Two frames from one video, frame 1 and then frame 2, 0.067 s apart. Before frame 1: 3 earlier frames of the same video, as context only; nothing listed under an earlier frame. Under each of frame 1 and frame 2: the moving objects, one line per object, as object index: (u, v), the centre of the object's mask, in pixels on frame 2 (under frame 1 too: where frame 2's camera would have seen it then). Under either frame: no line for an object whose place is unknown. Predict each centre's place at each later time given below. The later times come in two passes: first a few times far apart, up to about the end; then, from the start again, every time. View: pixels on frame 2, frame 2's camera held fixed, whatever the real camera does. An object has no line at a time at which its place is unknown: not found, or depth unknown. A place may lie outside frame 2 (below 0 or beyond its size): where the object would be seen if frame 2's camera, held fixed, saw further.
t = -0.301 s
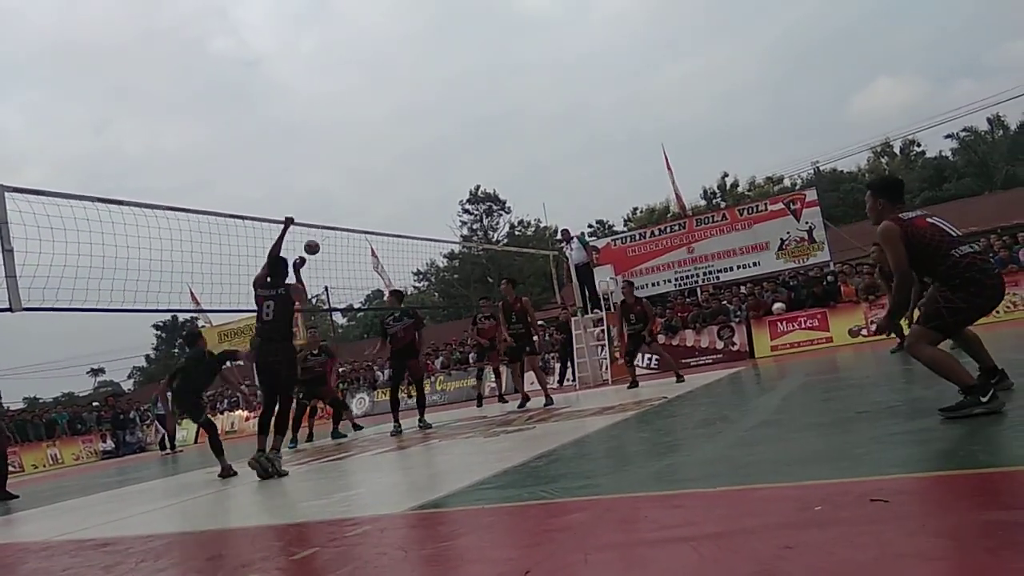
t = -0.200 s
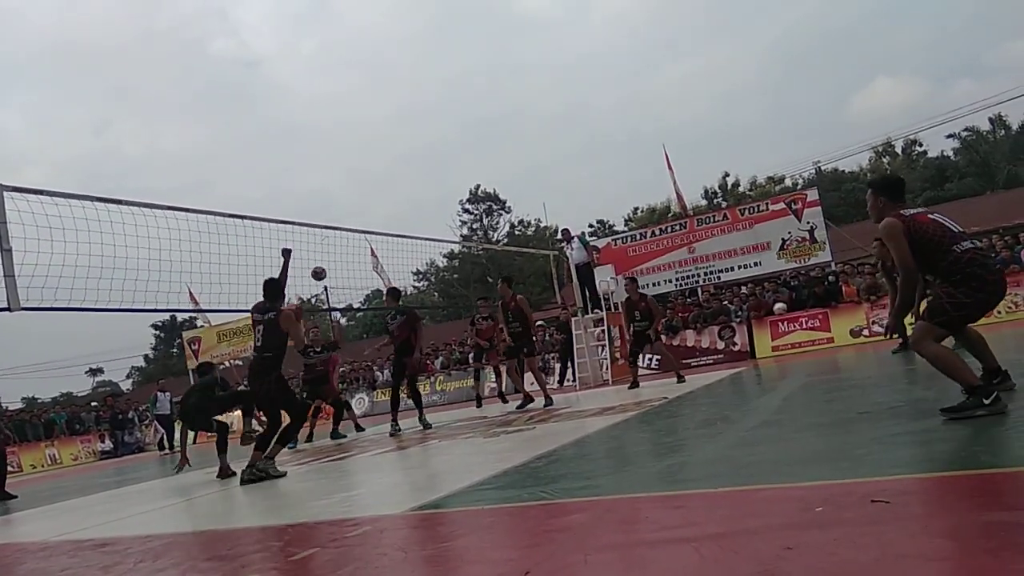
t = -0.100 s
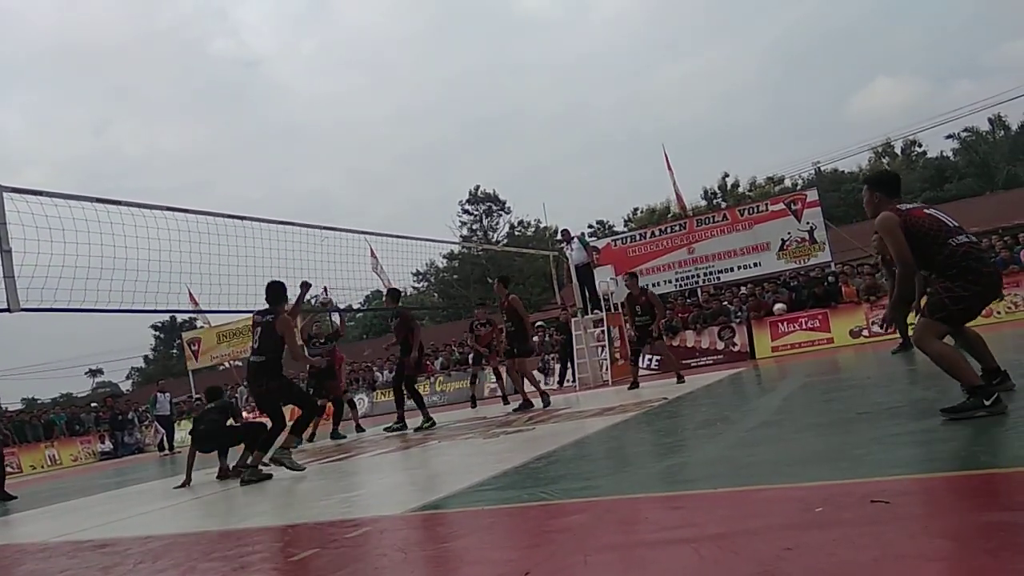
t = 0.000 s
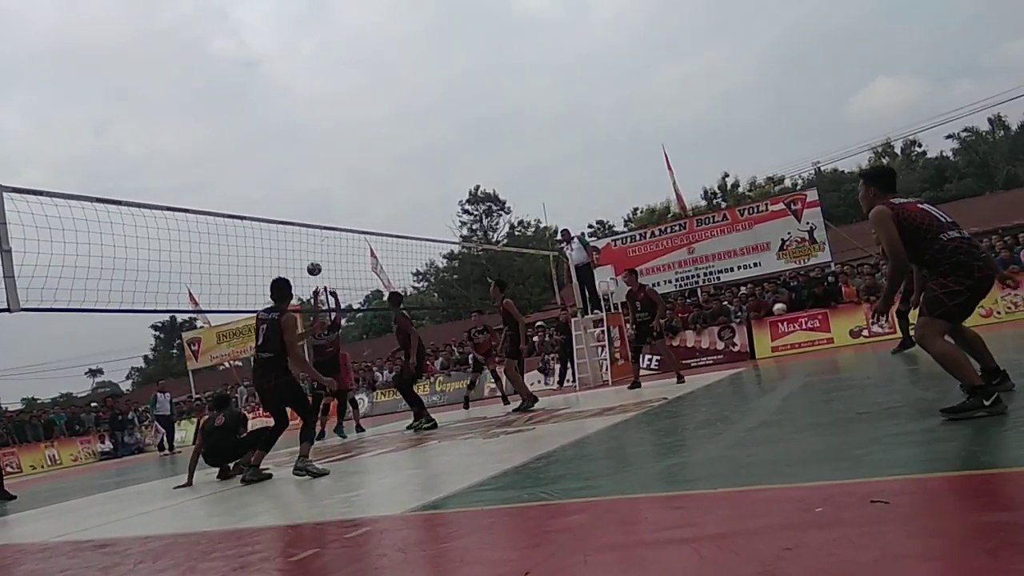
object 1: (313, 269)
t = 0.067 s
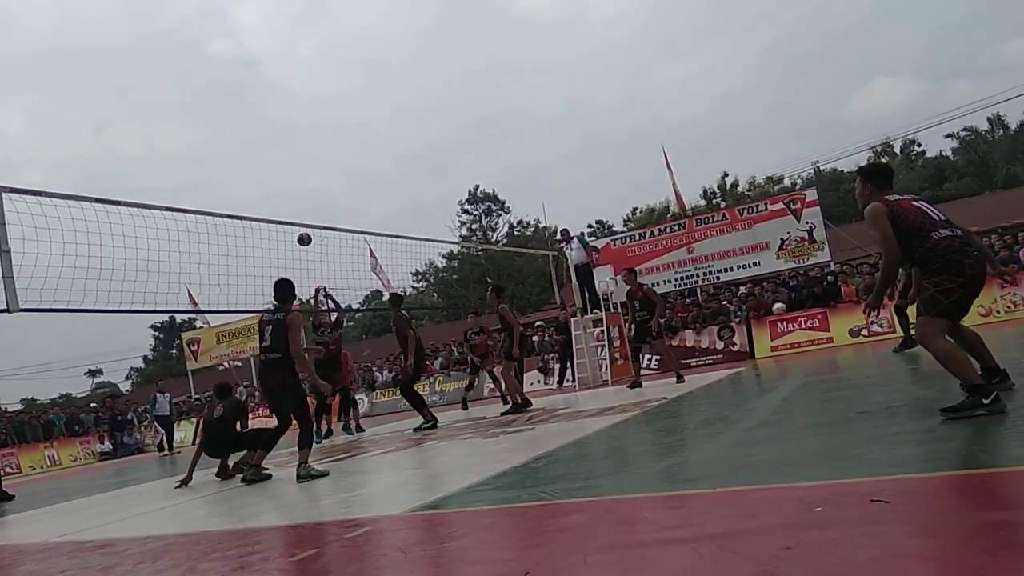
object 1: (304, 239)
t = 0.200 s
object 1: (287, 189)
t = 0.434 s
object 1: (261, 131)
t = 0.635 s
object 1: (244, 109)
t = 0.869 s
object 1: (229, 116)
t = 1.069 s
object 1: (220, 150)
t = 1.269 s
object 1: (216, 212)
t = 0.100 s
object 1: (300, 225)
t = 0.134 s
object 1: (295, 213)
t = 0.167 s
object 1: (291, 200)
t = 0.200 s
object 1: (287, 189)
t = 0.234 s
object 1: (283, 179)
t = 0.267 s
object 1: (279, 169)
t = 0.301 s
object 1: (275, 160)
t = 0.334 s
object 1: (272, 151)
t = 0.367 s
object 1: (268, 144)
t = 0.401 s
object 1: (265, 137)
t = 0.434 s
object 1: (261, 131)
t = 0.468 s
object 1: (258, 125)
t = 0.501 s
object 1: (255, 121)
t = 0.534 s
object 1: (253, 117)
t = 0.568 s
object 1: (250, 113)
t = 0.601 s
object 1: (247, 111)
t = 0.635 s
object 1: (244, 109)
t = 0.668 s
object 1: (242, 108)
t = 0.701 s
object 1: (239, 107)
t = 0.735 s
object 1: (237, 107)
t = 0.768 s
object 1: (235, 108)
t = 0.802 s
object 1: (233, 110)
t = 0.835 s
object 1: (231, 113)
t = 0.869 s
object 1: (229, 116)
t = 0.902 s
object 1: (227, 120)
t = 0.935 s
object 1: (226, 124)
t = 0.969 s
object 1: (224, 130)
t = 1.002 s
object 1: (223, 136)
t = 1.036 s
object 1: (221, 143)
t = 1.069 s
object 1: (220, 150)
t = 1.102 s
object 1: (219, 159)
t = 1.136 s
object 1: (218, 168)
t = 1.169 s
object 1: (217, 178)
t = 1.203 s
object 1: (217, 189)
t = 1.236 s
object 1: (216, 200)
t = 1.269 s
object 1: (216, 212)
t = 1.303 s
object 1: (216, 225)
